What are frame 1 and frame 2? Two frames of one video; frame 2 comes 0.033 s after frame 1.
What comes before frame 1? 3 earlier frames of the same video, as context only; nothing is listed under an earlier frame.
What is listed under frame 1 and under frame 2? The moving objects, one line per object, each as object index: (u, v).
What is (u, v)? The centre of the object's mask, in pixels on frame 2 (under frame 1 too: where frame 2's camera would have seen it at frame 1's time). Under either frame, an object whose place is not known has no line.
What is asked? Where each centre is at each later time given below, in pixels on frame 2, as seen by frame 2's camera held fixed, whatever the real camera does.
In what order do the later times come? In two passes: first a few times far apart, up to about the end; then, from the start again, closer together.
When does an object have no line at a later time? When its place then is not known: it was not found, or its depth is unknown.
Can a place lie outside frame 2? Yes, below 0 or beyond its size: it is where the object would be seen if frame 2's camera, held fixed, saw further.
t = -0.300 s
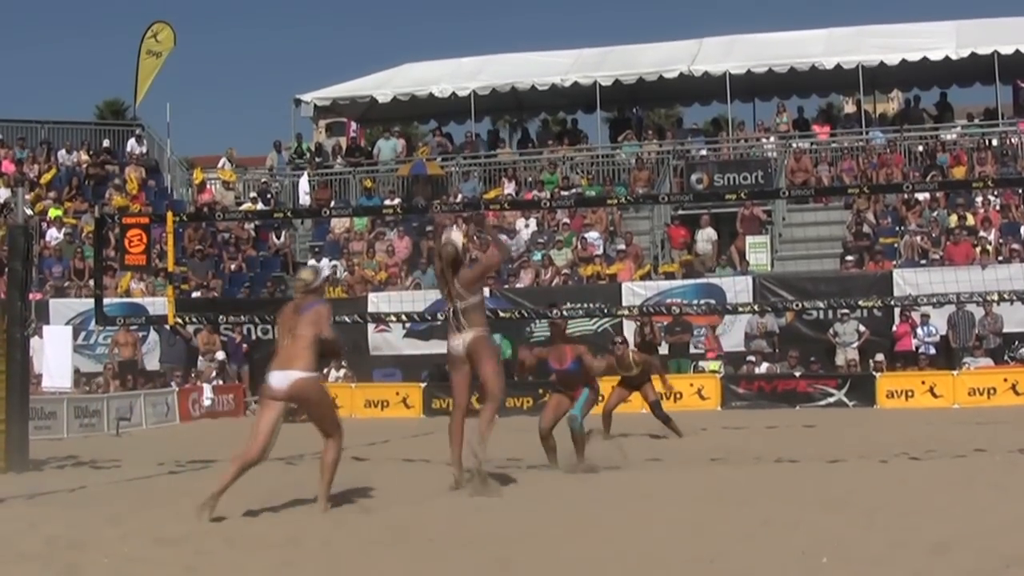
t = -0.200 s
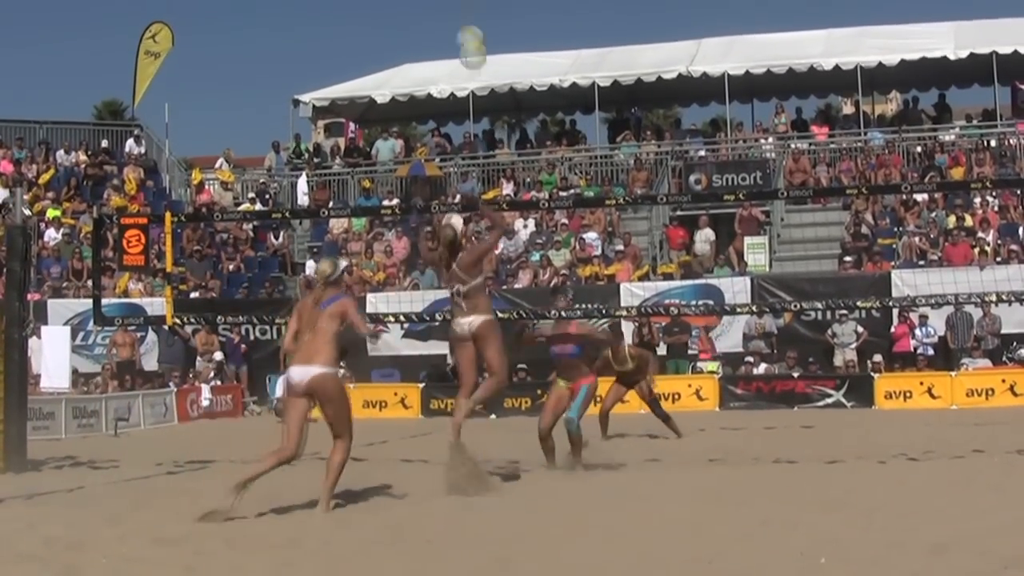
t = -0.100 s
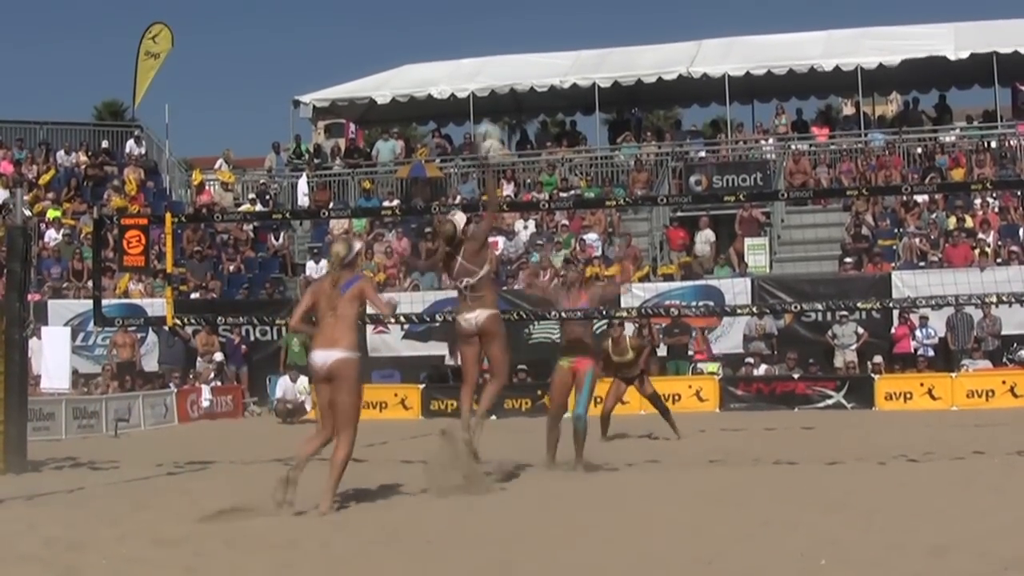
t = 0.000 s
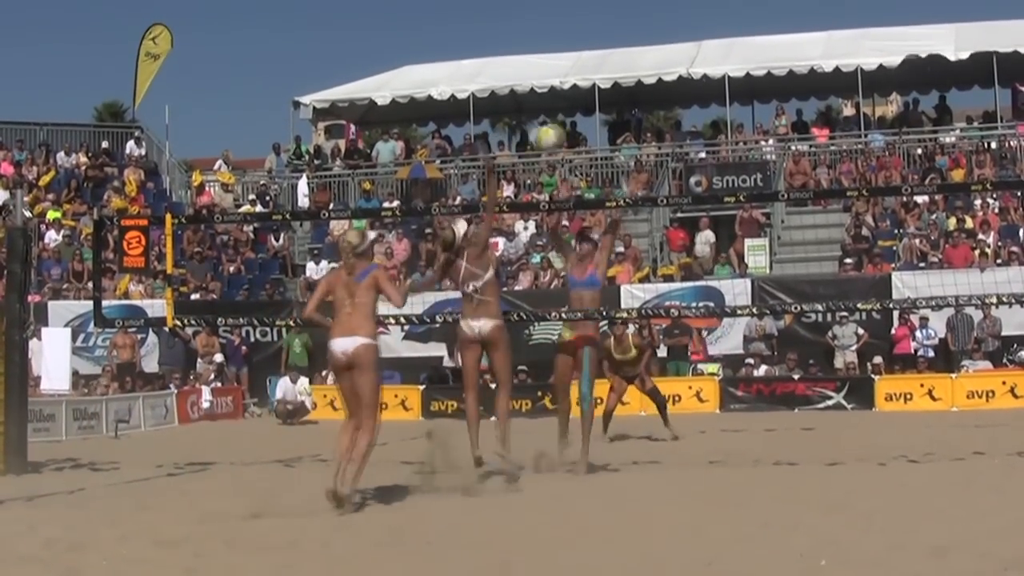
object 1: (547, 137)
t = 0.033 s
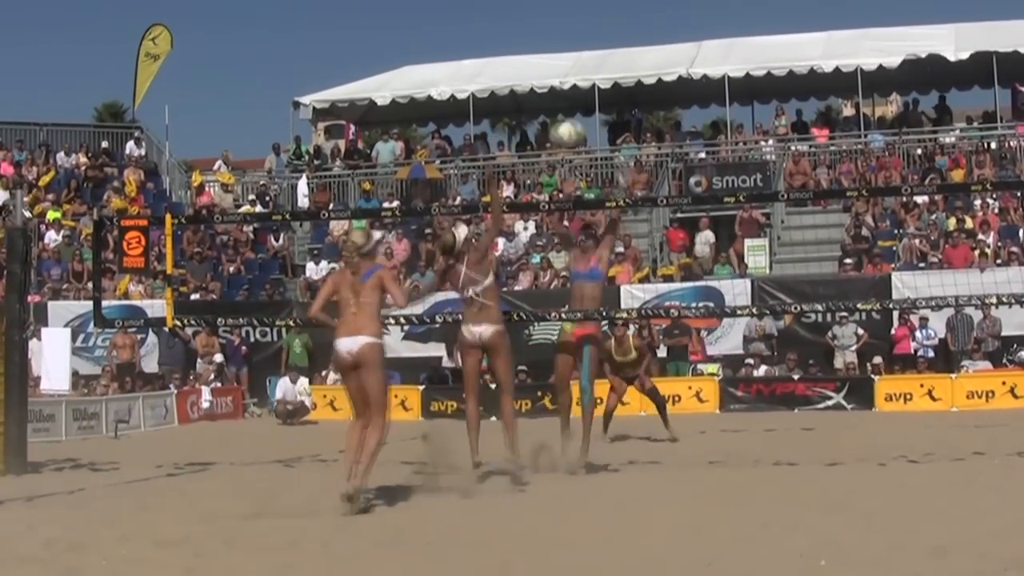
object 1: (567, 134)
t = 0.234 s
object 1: (676, 136)
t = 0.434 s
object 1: (770, 183)
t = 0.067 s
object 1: (585, 131)
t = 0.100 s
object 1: (605, 128)
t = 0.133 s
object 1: (623, 129)
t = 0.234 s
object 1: (676, 136)
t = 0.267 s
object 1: (694, 142)
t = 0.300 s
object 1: (712, 149)
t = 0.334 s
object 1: (727, 157)
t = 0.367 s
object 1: (742, 165)
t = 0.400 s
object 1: (758, 176)
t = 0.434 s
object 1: (770, 183)
